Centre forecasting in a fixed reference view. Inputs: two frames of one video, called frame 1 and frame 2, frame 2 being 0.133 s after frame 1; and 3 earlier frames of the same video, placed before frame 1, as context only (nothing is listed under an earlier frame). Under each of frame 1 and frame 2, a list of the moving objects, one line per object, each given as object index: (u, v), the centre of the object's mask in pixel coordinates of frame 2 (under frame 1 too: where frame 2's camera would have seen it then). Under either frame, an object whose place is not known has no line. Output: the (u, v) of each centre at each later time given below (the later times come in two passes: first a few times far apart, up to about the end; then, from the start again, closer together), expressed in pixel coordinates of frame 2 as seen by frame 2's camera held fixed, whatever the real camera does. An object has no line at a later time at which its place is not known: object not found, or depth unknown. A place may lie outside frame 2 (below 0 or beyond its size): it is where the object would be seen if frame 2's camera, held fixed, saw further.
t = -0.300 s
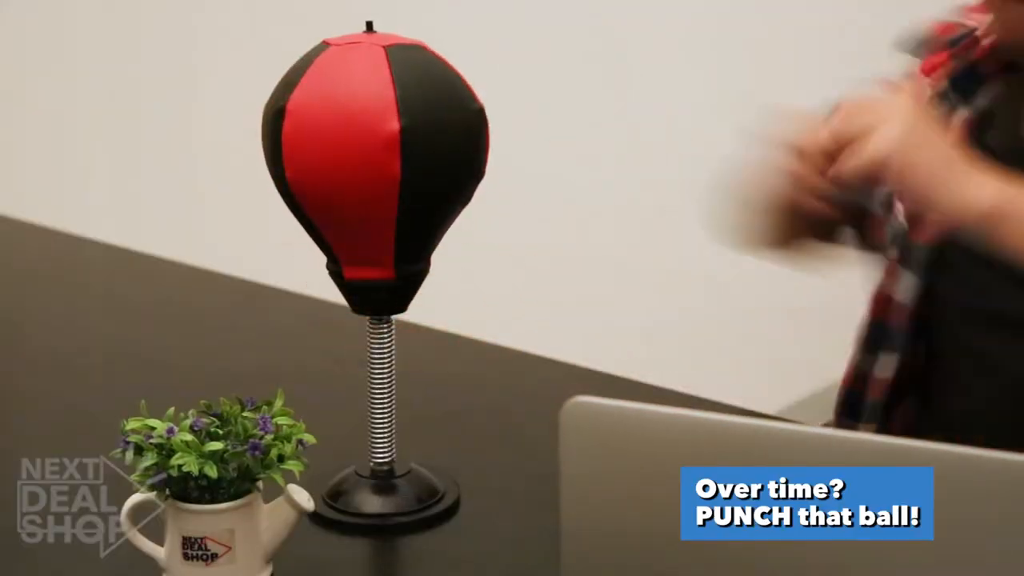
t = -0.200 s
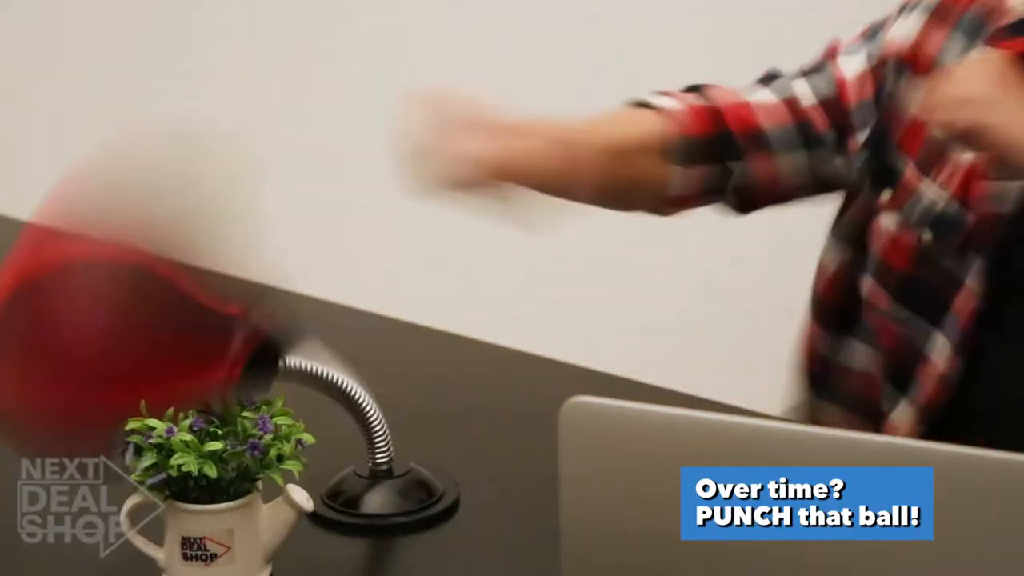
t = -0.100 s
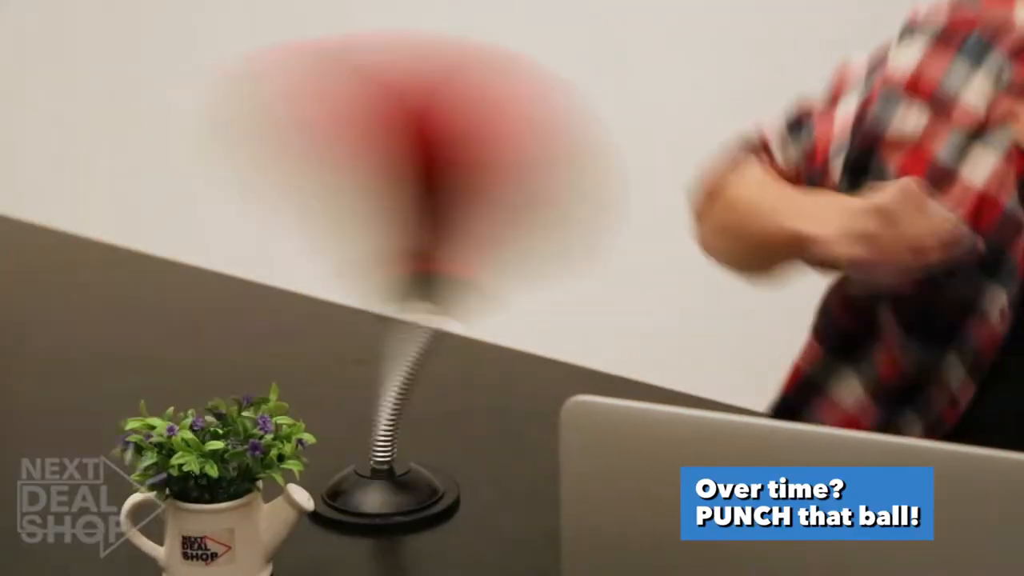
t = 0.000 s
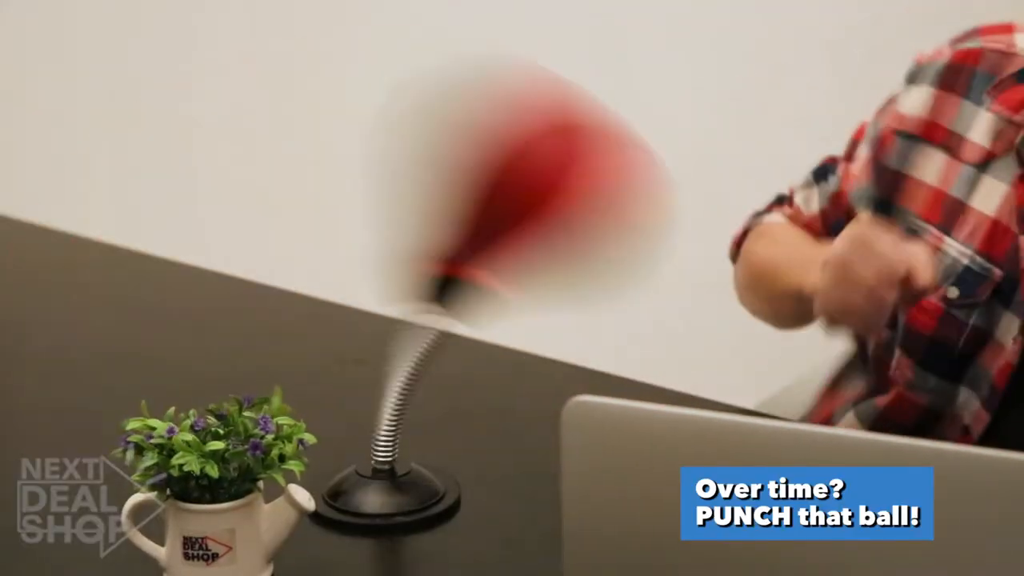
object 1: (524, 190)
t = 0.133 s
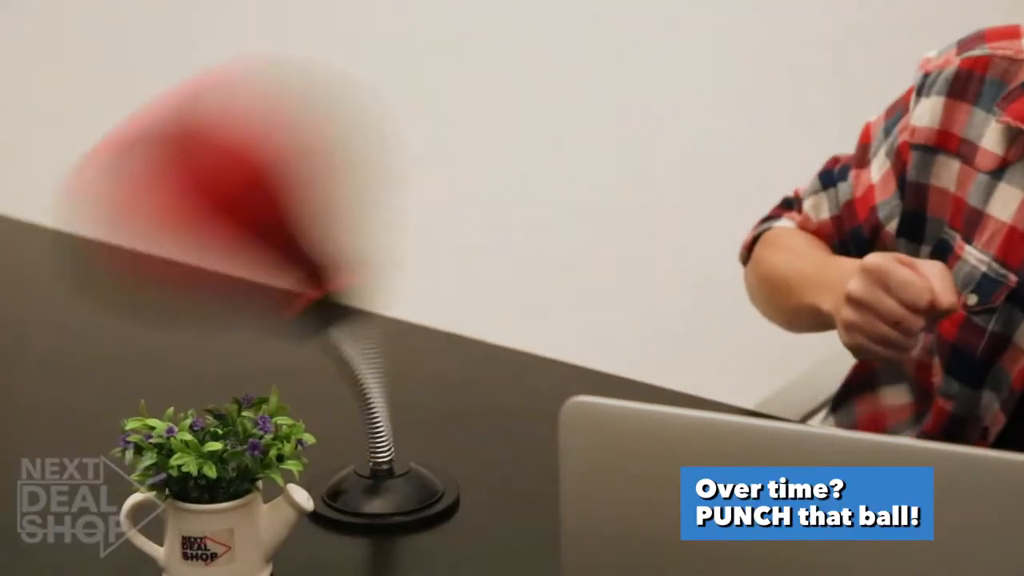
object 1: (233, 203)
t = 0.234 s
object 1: (573, 235)
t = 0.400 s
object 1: (292, 166)
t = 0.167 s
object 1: (421, 155)
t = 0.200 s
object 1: (557, 212)
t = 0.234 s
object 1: (573, 235)
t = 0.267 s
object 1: (477, 170)
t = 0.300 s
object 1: (297, 164)
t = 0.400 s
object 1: (292, 166)
